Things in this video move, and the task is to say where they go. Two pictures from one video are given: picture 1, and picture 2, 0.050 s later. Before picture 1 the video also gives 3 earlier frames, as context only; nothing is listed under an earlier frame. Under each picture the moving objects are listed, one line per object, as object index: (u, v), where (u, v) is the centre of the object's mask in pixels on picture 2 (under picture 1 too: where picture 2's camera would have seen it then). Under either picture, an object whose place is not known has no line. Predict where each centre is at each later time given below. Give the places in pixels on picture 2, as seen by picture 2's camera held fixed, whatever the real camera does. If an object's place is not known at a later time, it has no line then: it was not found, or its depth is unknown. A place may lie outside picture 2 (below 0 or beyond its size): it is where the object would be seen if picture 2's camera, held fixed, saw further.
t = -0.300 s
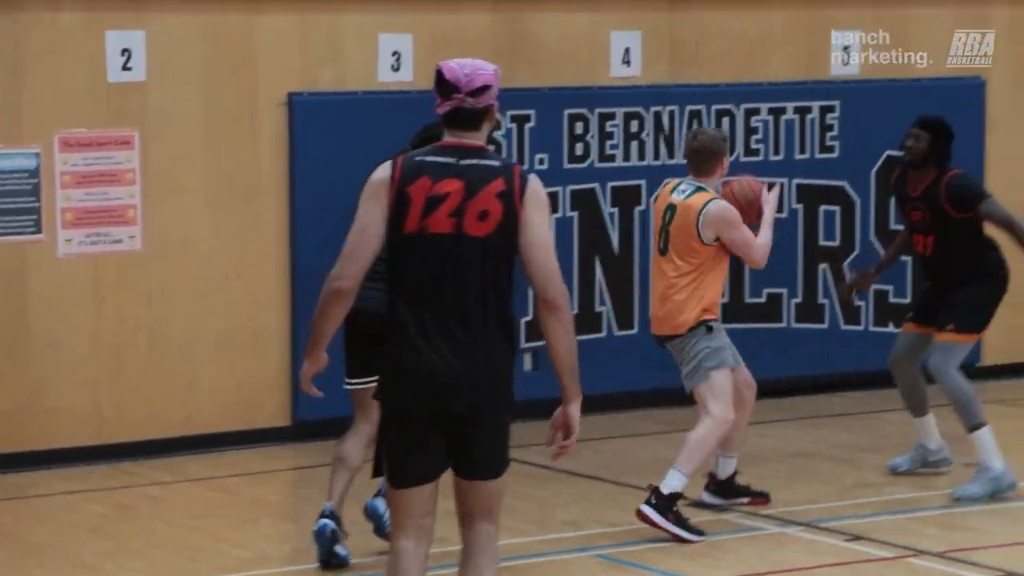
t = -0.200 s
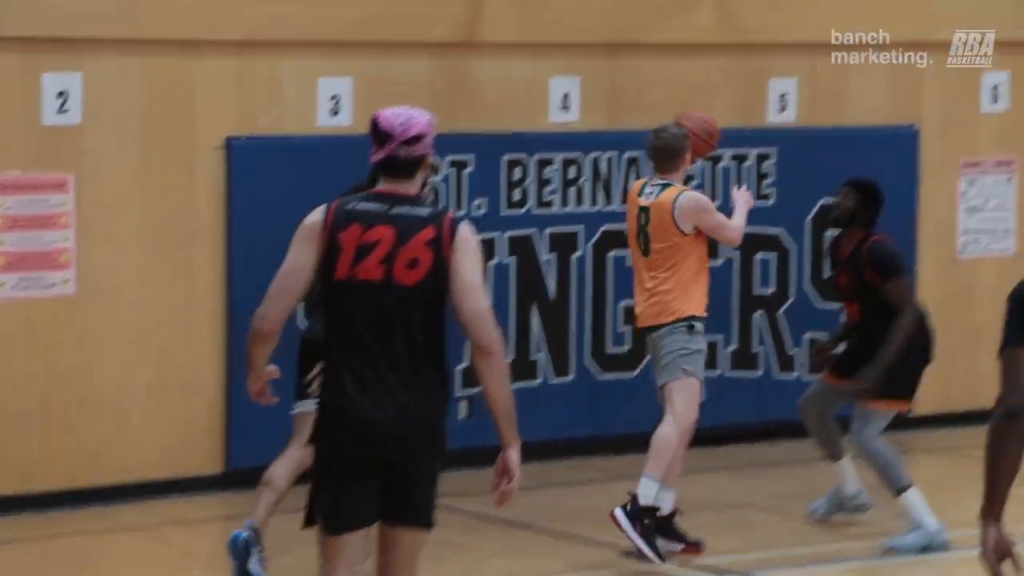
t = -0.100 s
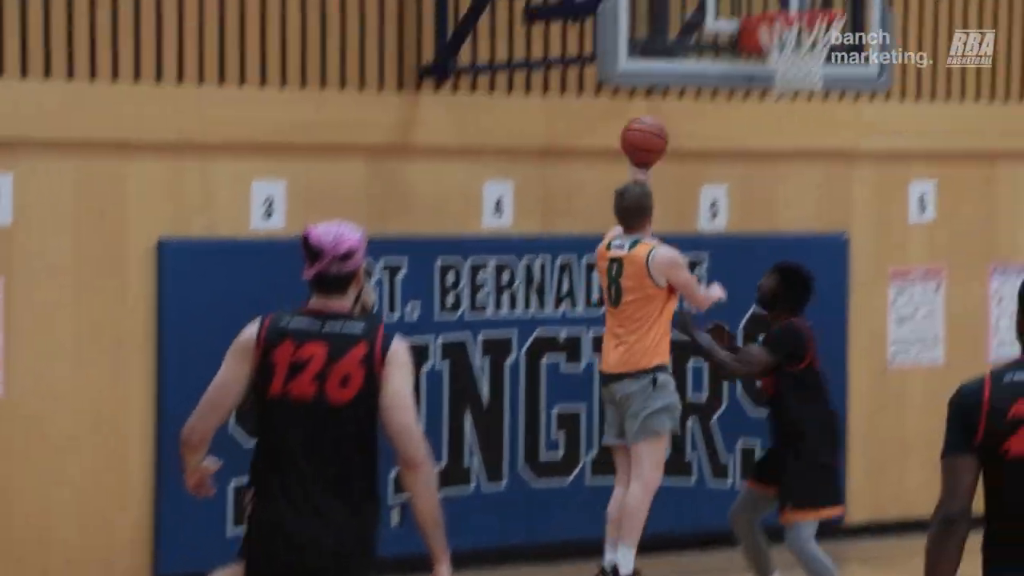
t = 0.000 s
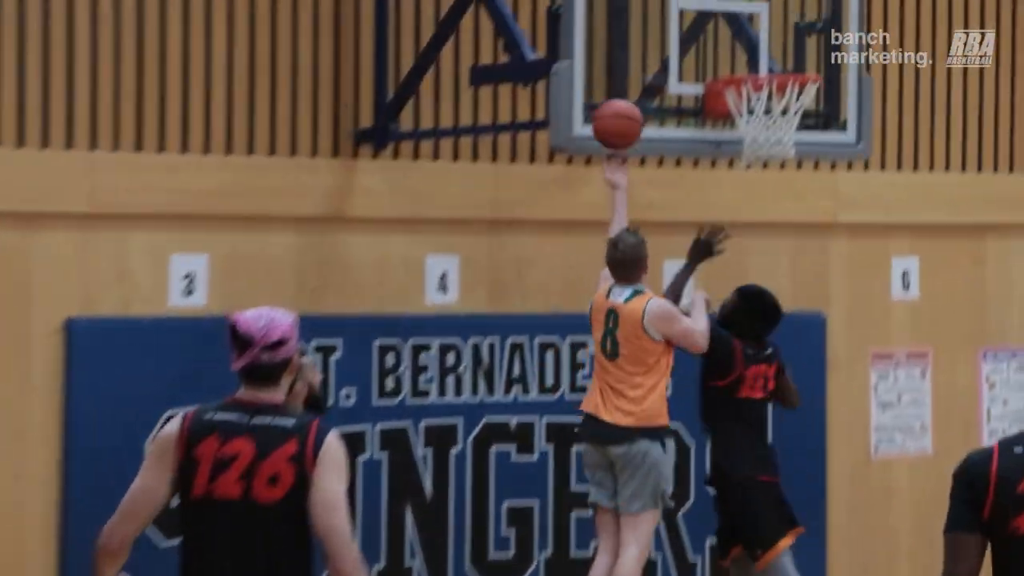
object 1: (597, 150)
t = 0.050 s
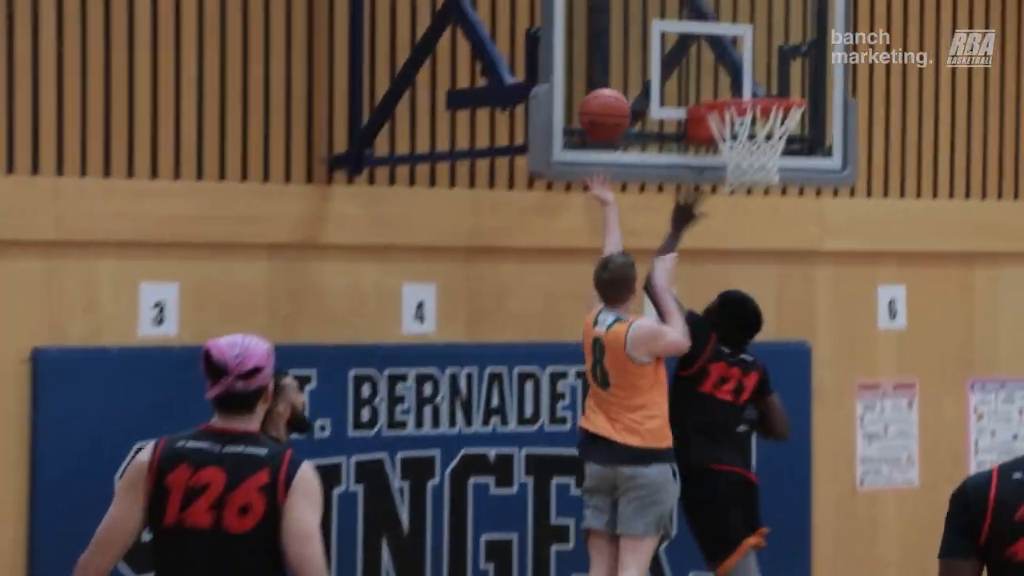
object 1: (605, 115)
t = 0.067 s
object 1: (607, 104)
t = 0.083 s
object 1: (609, 93)
